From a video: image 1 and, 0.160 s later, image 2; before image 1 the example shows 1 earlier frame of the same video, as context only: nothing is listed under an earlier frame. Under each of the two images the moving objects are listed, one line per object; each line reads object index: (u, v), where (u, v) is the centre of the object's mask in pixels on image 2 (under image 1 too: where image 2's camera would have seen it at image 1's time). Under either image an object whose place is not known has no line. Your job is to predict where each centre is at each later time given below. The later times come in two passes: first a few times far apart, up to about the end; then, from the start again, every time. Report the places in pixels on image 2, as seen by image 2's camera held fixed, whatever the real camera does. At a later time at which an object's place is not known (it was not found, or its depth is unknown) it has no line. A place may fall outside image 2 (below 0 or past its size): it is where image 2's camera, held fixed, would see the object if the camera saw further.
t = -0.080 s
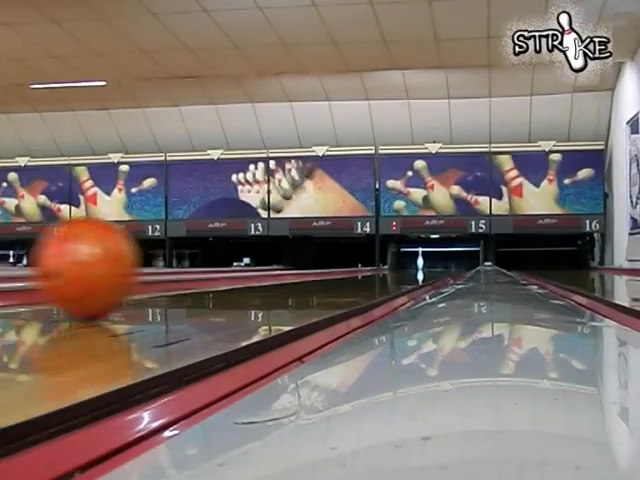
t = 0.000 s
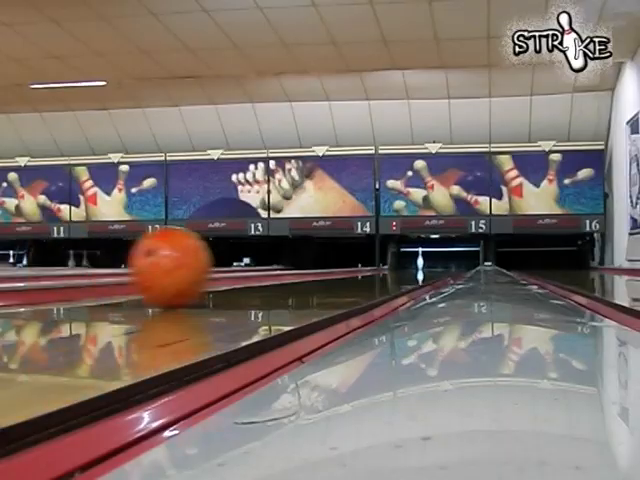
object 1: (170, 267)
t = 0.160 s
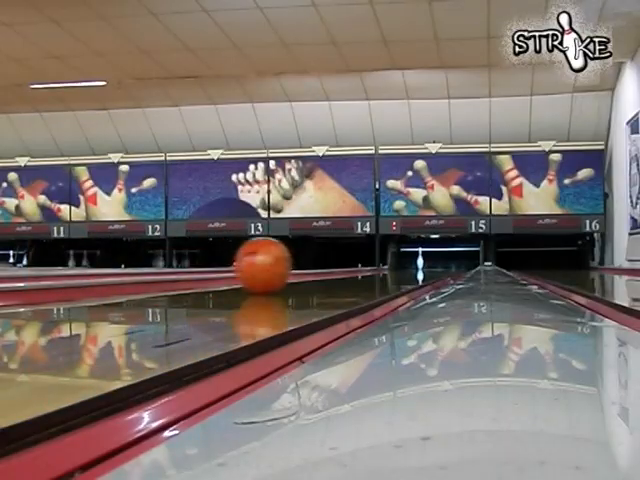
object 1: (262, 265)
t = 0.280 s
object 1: (303, 264)
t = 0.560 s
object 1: (355, 263)
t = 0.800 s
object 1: (380, 263)
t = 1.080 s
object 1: (398, 263)
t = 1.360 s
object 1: (409, 264)
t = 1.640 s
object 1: (418, 263)
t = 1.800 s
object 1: (422, 263)
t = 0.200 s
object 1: (278, 265)
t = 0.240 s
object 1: (291, 264)
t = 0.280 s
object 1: (303, 264)
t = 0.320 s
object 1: (312, 264)
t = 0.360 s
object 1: (321, 264)
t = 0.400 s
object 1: (329, 264)
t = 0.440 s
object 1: (336, 264)
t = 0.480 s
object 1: (343, 264)
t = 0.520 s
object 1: (349, 263)
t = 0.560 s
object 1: (355, 263)
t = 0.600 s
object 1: (360, 263)
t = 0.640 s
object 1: (365, 263)
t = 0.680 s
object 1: (369, 263)
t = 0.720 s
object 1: (372, 263)
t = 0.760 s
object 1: (376, 263)
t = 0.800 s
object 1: (380, 263)
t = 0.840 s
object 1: (383, 263)
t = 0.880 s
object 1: (386, 263)
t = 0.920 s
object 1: (388, 263)
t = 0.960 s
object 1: (391, 263)
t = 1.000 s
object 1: (394, 263)
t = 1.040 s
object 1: (396, 263)
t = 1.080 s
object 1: (398, 263)
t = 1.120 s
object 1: (400, 263)
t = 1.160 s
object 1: (402, 264)
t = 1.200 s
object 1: (404, 263)
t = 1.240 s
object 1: (405, 263)
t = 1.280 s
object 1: (407, 263)
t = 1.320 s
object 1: (408, 263)
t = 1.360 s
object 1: (409, 264)
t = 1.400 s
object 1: (411, 263)
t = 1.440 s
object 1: (412, 263)
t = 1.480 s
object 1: (414, 263)
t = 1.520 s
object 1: (415, 263)
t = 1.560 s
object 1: (416, 263)
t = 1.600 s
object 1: (417, 263)
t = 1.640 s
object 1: (418, 263)
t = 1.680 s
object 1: (419, 263)
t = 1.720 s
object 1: (420, 263)
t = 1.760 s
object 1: (421, 263)
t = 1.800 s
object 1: (422, 263)
